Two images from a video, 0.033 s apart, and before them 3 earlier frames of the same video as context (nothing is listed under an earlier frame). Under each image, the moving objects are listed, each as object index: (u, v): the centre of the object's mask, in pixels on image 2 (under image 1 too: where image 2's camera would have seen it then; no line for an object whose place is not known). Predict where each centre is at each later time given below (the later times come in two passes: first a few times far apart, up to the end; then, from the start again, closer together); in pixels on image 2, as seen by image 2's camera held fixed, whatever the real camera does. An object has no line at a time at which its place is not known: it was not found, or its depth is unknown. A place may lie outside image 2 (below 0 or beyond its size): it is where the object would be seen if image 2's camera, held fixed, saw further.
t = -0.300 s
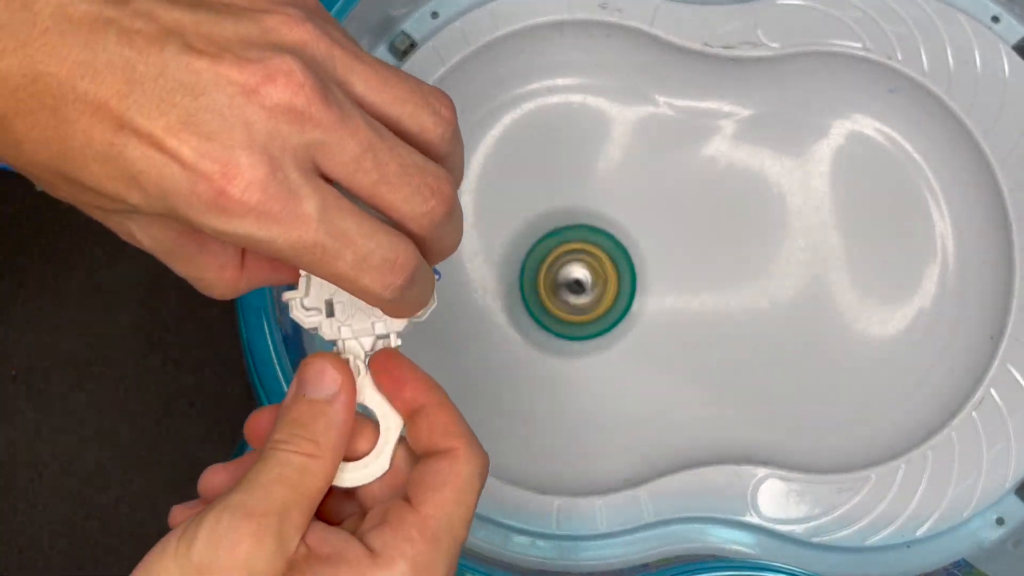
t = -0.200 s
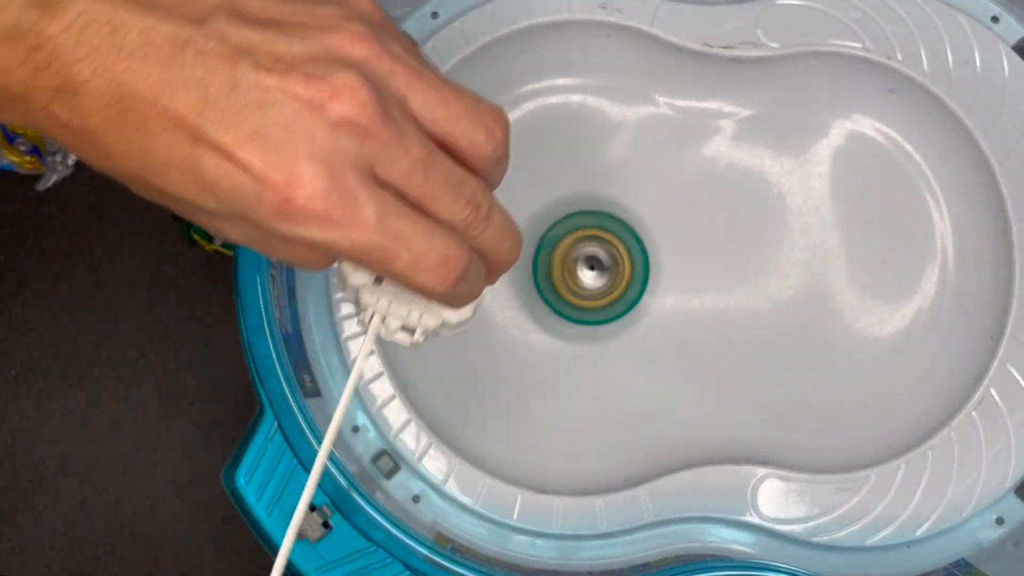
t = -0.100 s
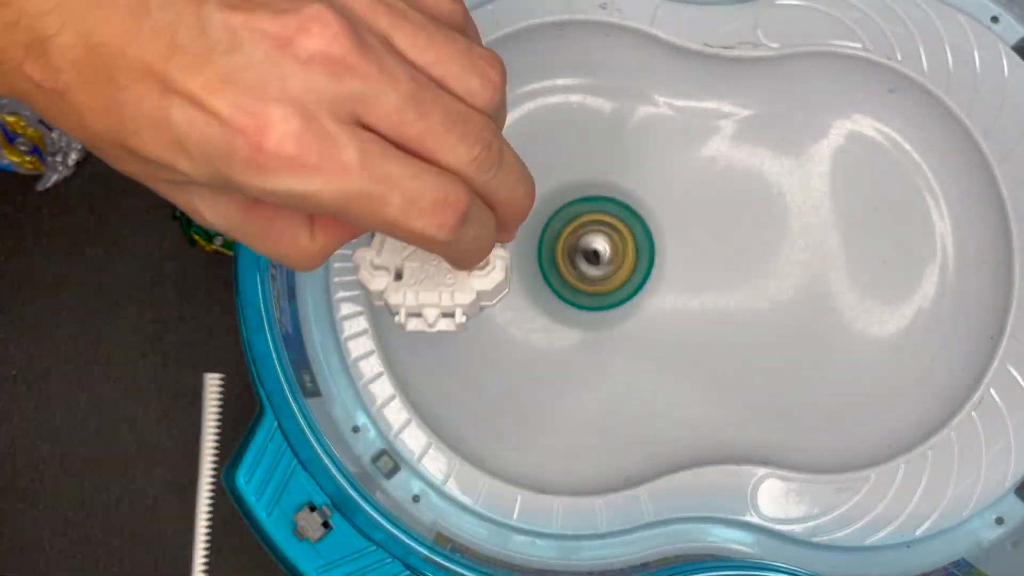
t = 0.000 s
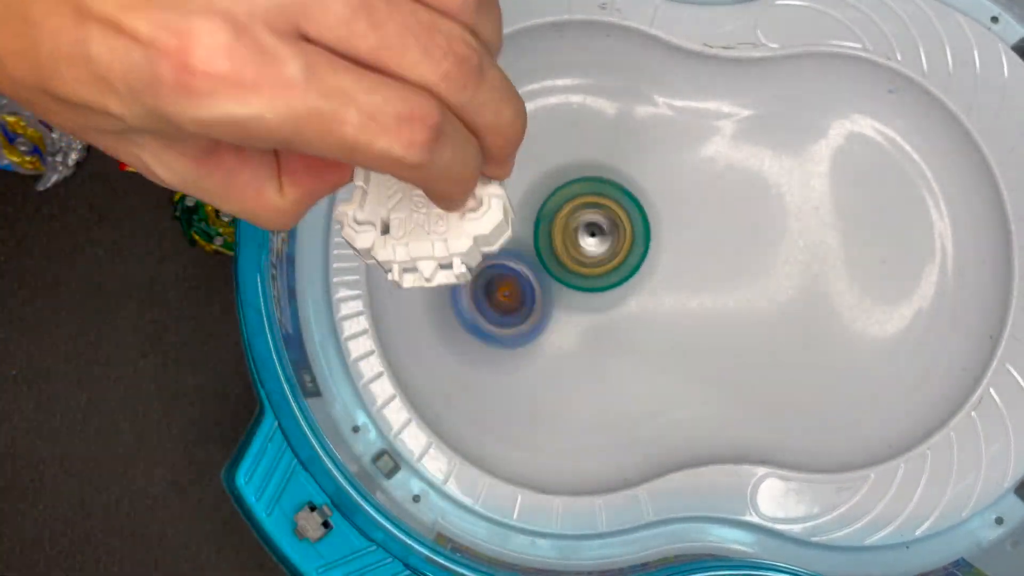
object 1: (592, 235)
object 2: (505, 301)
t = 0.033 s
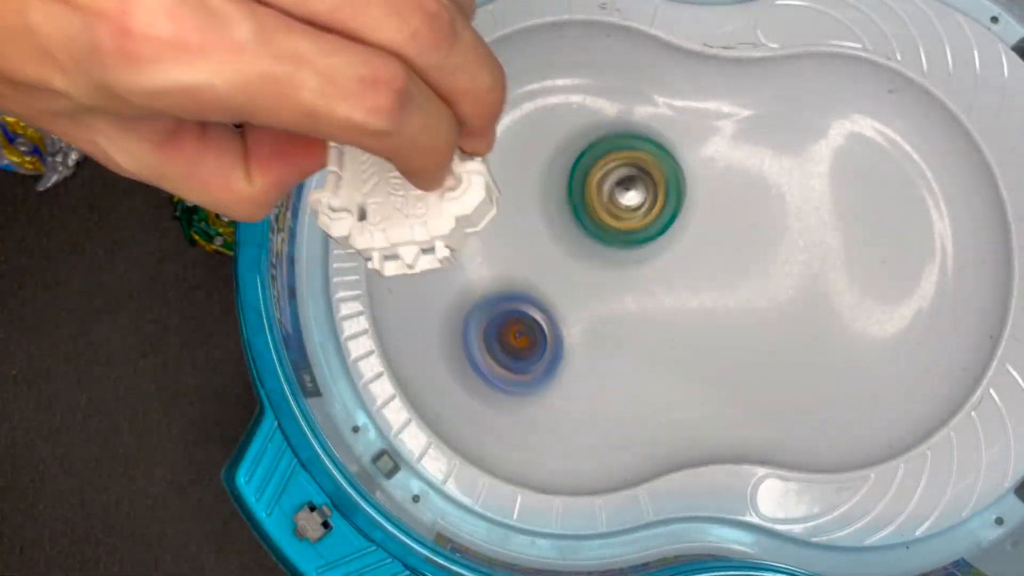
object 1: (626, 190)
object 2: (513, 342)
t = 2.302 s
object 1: (579, 333)
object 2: (858, 127)
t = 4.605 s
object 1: (796, 364)
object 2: (727, 173)
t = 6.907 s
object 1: (661, 179)
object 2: (910, 269)
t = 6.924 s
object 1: (653, 171)
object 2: (910, 278)
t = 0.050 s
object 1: (642, 166)
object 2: (521, 366)
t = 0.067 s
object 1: (657, 141)
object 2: (531, 389)
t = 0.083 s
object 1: (672, 119)
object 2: (542, 409)
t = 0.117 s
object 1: (694, 81)
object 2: (562, 446)
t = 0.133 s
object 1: (697, 85)
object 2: (572, 456)
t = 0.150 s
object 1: (700, 89)
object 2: (583, 459)
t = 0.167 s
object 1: (702, 95)
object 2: (593, 462)
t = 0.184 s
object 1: (703, 103)
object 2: (604, 463)
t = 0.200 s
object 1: (702, 113)
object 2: (613, 458)
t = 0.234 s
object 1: (700, 134)
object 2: (630, 444)
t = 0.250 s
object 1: (699, 144)
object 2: (635, 428)
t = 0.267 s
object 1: (697, 156)
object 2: (639, 409)
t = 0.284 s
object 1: (694, 168)
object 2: (641, 386)
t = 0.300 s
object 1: (691, 182)
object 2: (643, 364)
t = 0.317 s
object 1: (688, 194)
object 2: (644, 340)
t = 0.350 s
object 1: (684, 215)
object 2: (643, 298)
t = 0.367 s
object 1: (692, 208)
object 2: (635, 288)
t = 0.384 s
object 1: (699, 198)
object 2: (628, 281)
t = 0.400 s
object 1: (706, 187)
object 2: (620, 275)
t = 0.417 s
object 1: (712, 177)
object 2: (611, 269)
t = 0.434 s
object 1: (718, 169)
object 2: (605, 262)
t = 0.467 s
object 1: (727, 155)
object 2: (590, 249)
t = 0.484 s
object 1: (732, 149)
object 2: (584, 242)
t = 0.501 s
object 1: (736, 144)
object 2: (578, 236)
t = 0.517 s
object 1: (738, 140)
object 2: (573, 229)
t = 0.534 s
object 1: (740, 136)
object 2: (567, 223)
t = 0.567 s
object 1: (742, 132)
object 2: (559, 211)
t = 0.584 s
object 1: (744, 130)
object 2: (556, 205)
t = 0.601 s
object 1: (744, 130)
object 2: (554, 199)
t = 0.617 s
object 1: (744, 129)
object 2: (553, 195)
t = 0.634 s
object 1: (744, 129)
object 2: (552, 190)
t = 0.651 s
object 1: (743, 129)
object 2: (552, 186)
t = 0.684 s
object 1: (741, 131)
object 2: (553, 179)
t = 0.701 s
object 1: (740, 132)
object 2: (555, 176)
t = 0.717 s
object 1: (739, 133)
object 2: (558, 175)
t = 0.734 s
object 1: (738, 135)
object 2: (562, 174)
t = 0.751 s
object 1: (738, 136)
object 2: (567, 173)
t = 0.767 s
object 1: (738, 137)
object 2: (573, 172)
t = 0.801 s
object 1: (737, 139)
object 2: (587, 175)
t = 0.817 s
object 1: (737, 141)
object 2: (595, 177)
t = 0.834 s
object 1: (738, 143)
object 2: (602, 181)
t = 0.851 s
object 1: (738, 147)
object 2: (609, 184)
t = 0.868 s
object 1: (739, 151)
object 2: (616, 189)
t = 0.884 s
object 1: (740, 156)
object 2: (624, 194)
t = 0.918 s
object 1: (747, 167)
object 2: (638, 208)
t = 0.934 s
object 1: (756, 171)
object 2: (641, 219)
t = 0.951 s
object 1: (764, 175)
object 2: (645, 230)
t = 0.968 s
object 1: (773, 180)
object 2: (648, 241)
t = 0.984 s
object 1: (782, 186)
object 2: (652, 251)
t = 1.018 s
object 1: (804, 200)
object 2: (665, 271)
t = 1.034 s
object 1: (818, 207)
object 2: (673, 280)
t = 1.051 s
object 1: (832, 213)
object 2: (681, 289)
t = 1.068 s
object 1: (847, 219)
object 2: (690, 298)
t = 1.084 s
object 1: (862, 225)
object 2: (698, 304)
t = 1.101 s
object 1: (876, 230)
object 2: (709, 309)
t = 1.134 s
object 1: (906, 236)
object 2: (735, 317)
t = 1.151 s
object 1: (921, 235)
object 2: (751, 321)
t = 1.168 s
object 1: (933, 234)
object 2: (764, 323)
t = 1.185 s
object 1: (943, 232)
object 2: (780, 321)
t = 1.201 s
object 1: (951, 229)
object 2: (799, 321)
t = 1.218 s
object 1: (957, 226)
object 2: (818, 318)
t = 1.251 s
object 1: (963, 218)
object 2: (861, 316)
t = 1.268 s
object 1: (962, 213)
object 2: (884, 311)
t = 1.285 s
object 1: (958, 207)
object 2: (907, 310)
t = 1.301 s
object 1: (955, 199)
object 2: (926, 313)
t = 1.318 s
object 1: (950, 187)
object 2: (947, 318)
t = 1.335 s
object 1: (945, 175)
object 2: (962, 326)
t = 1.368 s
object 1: (928, 151)
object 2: (970, 329)
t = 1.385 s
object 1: (917, 142)
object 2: (970, 329)
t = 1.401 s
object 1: (905, 135)
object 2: (969, 333)
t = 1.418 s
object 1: (892, 131)
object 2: (961, 334)
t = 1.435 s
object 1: (878, 128)
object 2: (950, 331)
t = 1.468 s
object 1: (848, 132)
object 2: (923, 328)
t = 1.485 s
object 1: (834, 141)
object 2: (906, 325)
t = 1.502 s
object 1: (822, 151)
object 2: (889, 319)
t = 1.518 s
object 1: (812, 163)
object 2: (876, 313)
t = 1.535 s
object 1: (802, 176)
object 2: (863, 307)
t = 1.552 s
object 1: (794, 191)
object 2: (848, 300)
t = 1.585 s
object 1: (769, 206)
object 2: (842, 298)
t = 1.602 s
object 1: (747, 203)
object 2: (853, 305)
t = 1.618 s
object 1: (726, 202)
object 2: (864, 311)
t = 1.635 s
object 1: (707, 204)
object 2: (870, 315)
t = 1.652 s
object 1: (691, 206)
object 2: (881, 315)
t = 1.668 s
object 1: (674, 209)
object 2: (890, 315)
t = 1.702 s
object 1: (644, 220)
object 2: (902, 305)
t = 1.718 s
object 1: (632, 227)
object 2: (909, 302)
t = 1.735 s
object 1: (623, 233)
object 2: (911, 295)
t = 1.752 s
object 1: (615, 238)
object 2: (918, 289)
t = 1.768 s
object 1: (606, 244)
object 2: (921, 288)
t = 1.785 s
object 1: (598, 250)
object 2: (921, 282)
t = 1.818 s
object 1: (588, 261)
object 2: (925, 279)
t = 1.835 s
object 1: (582, 265)
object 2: (924, 273)
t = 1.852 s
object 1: (576, 269)
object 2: (926, 272)
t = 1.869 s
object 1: (571, 275)
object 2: (922, 269)
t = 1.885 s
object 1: (567, 281)
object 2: (922, 264)
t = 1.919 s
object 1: (560, 290)
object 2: (915, 256)
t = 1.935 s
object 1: (556, 296)
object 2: (914, 249)
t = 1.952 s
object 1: (553, 302)
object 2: (910, 245)
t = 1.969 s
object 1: (552, 309)
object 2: (905, 235)
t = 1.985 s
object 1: (551, 313)
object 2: (904, 228)
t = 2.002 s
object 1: (549, 318)
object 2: (897, 222)
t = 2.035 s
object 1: (548, 330)
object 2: (891, 205)
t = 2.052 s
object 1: (550, 334)
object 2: (884, 196)
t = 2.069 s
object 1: (551, 336)
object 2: (882, 186)
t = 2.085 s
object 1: (551, 339)
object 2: (879, 180)
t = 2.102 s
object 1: (552, 342)
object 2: (873, 171)
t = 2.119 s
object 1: (555, 344)
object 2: (873, 163)
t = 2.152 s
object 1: (559, 345)
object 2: (866, 149)
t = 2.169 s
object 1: (560, 346)
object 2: (867, 146)
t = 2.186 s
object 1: (562, 347)
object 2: (862, 140)
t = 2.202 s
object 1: (566, 347)
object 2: (862, 133)
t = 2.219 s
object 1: (569, 345)
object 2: (860, 132)
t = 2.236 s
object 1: (570, 344)
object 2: (858, 127)
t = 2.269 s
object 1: (576, 341)
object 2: (858, 126)
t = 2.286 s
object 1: (579, 337)
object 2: (859, 124)
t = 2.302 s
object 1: (579, 333)
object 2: (858, 127)
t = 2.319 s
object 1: (580, 329)
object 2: (855, 127)
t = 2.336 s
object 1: (582, 324)
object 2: (855, 130)
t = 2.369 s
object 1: (582, 309)
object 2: (846, 134)
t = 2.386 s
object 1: (582, 304)
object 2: (841, 139)
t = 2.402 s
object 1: (582, 298)
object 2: (833, 142)
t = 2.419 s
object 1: (581, 291)
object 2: (831, 144)
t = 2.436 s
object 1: (578, 284)
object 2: (823, 149)
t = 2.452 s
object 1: (575, 278)
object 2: (815, 150)
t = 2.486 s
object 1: (572, 266)
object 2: (798, 161)
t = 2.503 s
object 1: (568, 259)
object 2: (793, 164)
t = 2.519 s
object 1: (564, 255)
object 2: (782, 171)
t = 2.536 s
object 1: (562, 252)
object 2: (771, 174)
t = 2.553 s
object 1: (560, 247)
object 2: (761, 185)
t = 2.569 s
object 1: (556, 242)
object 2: (748, 194)
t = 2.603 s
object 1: (551, 237)
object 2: (725, 214)
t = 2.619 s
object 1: (549, 232)
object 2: (708, 222)
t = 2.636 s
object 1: (545, 228)
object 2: (694, 236)
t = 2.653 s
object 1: (542, 226)
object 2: (674, 248)
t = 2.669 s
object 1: (540, 225)
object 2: (660, 258)
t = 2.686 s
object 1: (538, 221)
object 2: (640, 271)
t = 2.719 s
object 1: (521, 208)
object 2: (615, 300)
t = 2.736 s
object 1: (514, 204)
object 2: (599, 316)
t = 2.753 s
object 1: (509, 200)
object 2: (588, 333)
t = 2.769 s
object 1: (502, 196)
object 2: (569, 349)
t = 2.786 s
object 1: (495, 196)
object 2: (555, 359)
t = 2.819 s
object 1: (488, 196)
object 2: (517, 378)
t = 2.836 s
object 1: (483, 196)
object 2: (502, 386)
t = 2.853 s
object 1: (481, 199)
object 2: (480, 388)
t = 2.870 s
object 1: (481, 202)
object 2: (467, 385)
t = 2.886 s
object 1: (480, 203)
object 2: (449, 382)
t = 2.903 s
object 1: (478, 206)
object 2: (439, 369)
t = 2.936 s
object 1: (481, 213)
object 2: (424, 345)
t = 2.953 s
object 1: (480, 215)
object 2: (422, 334)
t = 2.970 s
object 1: (481, 218)
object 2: (420, 314)
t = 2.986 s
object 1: (489, 216)
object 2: (421, 308)
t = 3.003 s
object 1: (502, 207)
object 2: (415, 298)
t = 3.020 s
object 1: (513, 201)
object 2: (416, 292)
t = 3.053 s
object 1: (535, 190)
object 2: (418, 277)
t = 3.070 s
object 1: (543, 184)
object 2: (422, 268)
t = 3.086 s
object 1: (551, 180)
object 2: (430, 257)
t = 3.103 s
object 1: (560, 173)
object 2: (438, 252)
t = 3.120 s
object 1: (565, 165)
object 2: (447, 243)
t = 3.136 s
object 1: (571, 160)
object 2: (457, 241)
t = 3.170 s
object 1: (581, 142)
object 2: (482, 237)
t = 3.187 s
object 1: (584, 136)
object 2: (493, 235)
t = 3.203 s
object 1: (590, 128)
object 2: (511, 240)
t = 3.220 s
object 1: (592, 119)
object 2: (524, 243)
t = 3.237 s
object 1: (592, 113)
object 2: (543, 247)
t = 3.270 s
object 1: (594, 100)
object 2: (576, 261)
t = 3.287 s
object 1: (591, 97)
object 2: (589, 271)
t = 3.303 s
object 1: (589, 95)
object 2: (607, 280)
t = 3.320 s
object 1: (586, 92)
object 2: (621, 293)
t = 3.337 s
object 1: (581, 91)
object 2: (638, 302)
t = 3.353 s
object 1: (579, 92)
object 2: (650, 316)
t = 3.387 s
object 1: (573, 93)
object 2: (672, 338)
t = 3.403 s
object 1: (571, 98)
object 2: (680, 344)
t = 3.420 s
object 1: (569, 100)
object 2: (687, 355)
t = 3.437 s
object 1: (565, 105)
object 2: (692, 359)
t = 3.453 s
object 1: (564, 111)
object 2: (699, 368)
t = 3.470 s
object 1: (565, 115)
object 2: (703, 371)
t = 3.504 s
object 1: (567, 128)
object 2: (714, 378)
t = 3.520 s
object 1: (570, 133)
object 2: (719, 382)
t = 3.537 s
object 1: (572, 139)
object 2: (722, 381)
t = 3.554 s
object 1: (577, 148)
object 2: (725, 382)
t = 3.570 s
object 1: (584, 154)
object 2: (727, 378)
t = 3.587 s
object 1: (587, 161)
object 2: (732, 377)
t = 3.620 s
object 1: (600, 175)
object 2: (738, 366)
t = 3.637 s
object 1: (604, 180)
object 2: (739, 357)
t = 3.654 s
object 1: (610, 187)
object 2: (744, 350)
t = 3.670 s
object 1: (616, 192)
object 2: (746, 339)
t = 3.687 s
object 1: (620, 200)
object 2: (755, 330)
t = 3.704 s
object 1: (627, 210)
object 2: (758, 317)
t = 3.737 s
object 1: (641, 227)
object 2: (776, 294)
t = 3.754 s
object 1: (650, 239)
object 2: (790, 283)
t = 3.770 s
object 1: (661, 248)
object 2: (800, 269)
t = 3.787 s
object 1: (670, 259)
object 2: (816, 258)
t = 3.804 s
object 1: (683, 272)
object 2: (827, 244)
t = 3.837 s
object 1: (709, 293)
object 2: (858, 218)
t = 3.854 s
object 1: (725, 305)
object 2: (877, 209)
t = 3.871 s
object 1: (741, 314)
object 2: (892, 197)
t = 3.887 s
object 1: (755, 325)
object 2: (910, 191)
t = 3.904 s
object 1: (774, 336)
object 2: (926, 181)
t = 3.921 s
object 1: (791, 343)
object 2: (944, 180)
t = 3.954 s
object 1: (828, 363)
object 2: (966, 177)
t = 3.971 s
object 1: (845, 369)
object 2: (968, 178)
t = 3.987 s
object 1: (864, 378)
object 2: (967, 186)
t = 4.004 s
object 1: (886, 382)
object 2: (965, 189)
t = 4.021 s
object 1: (902, 382)
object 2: (957, 200)
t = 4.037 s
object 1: (920, 382)
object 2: (948, 206)
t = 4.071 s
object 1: (949, 368)
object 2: (925, 226)
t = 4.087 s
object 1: (959, 358)
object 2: (911, 237)
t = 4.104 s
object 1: (963, 343)
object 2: (901, 242)
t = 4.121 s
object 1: (962, 331)
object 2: (886, 247)
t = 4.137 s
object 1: (964, 320)
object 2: (879, 244)
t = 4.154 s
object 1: (963, 311)
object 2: (868, 242)
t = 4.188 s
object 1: (965, 297)
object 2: (848, 231)
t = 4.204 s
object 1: (961, 289)
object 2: (842, 226)
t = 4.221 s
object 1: (958, 280)
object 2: (832, 218)
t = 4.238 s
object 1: (949, 270)
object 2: (826, 213)
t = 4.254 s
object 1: (941, 264)
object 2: (817, 203)
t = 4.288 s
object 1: (921, 248)
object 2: (806, 190)
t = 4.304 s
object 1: (913, 242)
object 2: (798, 186)
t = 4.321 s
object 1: (901, 238)
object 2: (796, 179)
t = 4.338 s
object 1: (891, 237)
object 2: (790, 176)
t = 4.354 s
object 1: (881, 235)
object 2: (785, 169)
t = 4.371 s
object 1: (873, 240)
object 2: (778, 165)
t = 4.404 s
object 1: (858, 249)
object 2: (766, 154)
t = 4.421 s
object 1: (852, 258)
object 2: (763, 152)
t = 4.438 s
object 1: (842, 265)
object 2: (759, 147)
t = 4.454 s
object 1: (835, 276)
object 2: (756, 148)
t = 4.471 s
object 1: (829, 285)
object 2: (754, 144)
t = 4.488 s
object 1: (821, 297)
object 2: (750, 146)
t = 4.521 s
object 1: (810, 317)
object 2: (744, 149)
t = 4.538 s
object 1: (807, 329)
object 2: (744, 151)
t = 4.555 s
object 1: (803, 337)
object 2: (738, 154)
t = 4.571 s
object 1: (799, 348)
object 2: (736, 160)
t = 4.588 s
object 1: (799, 356)
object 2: (731, 165)
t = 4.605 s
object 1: (796, 364)
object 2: (727, 173)
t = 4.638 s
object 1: (796, 378)
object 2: (717, 191)
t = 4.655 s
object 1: (798, 386)
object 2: (711, 198)
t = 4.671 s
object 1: (802, 390)
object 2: (702, 213)
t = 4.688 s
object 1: (803, 395)
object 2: (695, 222)
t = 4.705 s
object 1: (810, 398)
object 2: (681, 235)
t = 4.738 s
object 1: (817, 402)
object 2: (657, 258)
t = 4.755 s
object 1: (820, 400)
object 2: (645, 271)
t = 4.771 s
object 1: (824, 401)
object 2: (630, 280)
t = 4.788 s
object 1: (828, 397)
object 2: (615, 295)
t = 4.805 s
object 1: (830, 396)
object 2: (600, 305)
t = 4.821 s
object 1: (835, 393)
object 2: (582, 318)
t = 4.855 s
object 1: (839, 386)
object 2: (548, 336)
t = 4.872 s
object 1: (839, 379)
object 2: (532, 343)
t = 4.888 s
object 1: (840, 374)
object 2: (514, 344)
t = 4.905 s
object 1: (839, 364)
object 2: (497, 348)
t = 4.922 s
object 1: (837, 357)
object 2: (482, 346)
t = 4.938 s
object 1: (836, 348)
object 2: (465, 345)
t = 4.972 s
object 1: (828, 328)
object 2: (438, 328)
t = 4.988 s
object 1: (822, 316)
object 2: (429, 319)
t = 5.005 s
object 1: (818, 307)
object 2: (422, 304)
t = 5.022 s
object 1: (811, 294)
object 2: (416, 290)
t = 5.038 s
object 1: (805, 284)
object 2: (415, 270)
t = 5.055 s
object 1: (798, 271)
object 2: (414, 251)
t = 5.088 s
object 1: (782, 247)
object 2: (426, 214)
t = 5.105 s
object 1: (772, 234)
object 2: (437, 202)
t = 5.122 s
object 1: (764, 222)
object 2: (452, 186)
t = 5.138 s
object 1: (753, 208)
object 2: (465, 176)
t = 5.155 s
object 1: (743, 198)
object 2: (486, 168)
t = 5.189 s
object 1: (719, 175)
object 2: (523, 161)
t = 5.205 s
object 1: (707, 164)
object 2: (543, 158)
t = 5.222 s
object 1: (692, 155)
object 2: (560, 160)
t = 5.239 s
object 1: (679, 146)
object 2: (578, 164)
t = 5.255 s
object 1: (683, 135)
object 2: (581, 174)
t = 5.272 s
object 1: (689, 126)
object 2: (580, 182)
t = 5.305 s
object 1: (696, 108)
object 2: (584, 205)
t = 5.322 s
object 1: (699, 99)
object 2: (585, 214)
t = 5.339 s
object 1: (700, 95)
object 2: (588, 222)
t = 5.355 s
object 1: (701, 89)
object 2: (589, 230)
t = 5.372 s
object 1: (699, 88)
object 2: (590, 241)
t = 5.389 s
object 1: (698, 89)
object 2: (592, 251)
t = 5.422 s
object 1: (691, 96)
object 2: (592, 269)
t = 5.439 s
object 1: (685, 105)
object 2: (592, 277)
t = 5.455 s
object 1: (681, 112)
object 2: (591, 286)
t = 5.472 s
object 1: (674, 123)
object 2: (591, 294)
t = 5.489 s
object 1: (668, 131)
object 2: (589, 301)
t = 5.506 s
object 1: (660, 144)
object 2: (587, 309)
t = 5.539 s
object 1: (644, 167)
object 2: (583, 323)
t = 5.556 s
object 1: (638, 178)
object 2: (580, 329)
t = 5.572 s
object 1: (628, 191)
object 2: (576, 335)
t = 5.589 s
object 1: (621, 203)
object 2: (573, 338)
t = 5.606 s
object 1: (611, 216)
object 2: (570, 340)
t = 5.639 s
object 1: (595, 241)
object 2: (563, 345)
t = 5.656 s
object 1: (589, 252)
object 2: (559, 349)
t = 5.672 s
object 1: (582, 258)
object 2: (555, 356)
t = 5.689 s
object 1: (577, 255)
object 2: (553, 368)
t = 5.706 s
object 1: (574, 256)
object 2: (543, 382)
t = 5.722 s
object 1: (576, 255)
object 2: (540, 391)
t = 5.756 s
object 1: (569, 253)
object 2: (528, 403)
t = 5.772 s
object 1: (571, 253)
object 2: (521, 404)
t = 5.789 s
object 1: (570, 249)
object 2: (517, 406)
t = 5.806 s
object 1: (567, 251)
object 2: (508, 405)
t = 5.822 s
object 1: (569, 252)
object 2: (506, 403)
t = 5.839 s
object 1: (569, 250)
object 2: (500, 398)
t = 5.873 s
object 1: (571, 253)
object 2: (492, 386)
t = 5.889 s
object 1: (572, 250)
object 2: (491, 382)
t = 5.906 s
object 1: (573, 252)
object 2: (487, 373)
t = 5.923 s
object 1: (575, 253)
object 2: (484, 365)
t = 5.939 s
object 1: (578, 255)
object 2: (485, 359)
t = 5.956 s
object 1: (579, 257)
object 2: (487, 352)
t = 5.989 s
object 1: (583, 262)
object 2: (496, 336)
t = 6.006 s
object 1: (585, 265)
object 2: (502, 328)
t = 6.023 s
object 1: (592, 266)
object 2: (502, 329)
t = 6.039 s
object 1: (602, 268)
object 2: (501, 316)
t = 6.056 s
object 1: (613, 268)
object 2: (498, 312)
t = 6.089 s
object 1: (630, 272)
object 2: (500, 298)
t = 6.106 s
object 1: (637, 273)
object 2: (504, 292)
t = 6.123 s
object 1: (645, 277)
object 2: (508, 286)
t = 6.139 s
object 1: (652, 280)
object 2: (511, 280)
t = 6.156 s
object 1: (657, 282)
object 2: (516, 274)
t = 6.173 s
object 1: (664, 287)
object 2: (523, 267)
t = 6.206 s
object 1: (672, 295)
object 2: (536, 257)
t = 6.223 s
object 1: (676, 298)
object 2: (545, 248)
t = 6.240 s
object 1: (679, 303)
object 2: (552, 243)
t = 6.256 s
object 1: (682, 306)
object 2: (562, 239)
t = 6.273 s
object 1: (684, 310)
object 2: (569, 232)
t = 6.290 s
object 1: (687, 314)
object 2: (578, 228)
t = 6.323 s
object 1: (693, 322)
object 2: (597, 221)
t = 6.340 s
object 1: (693, 325)
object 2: (605, 218)
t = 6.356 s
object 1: (697, 327)
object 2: (618, 215)
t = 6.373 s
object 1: (699, 330)
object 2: (628, 211)
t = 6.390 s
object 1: (701, 330)
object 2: (638, 210)
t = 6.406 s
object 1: (704, 331)
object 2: (650, 206)
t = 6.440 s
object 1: (709, 332)
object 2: (674, 203)
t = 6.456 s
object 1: (710, 332)
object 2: (687, 199)
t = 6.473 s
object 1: (713, 331)
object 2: (698, 196)
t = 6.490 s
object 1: (715, 331)
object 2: (711, 196)
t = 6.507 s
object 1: (716, 328)
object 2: (723, 194)
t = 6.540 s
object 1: (719, 324)
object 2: (748, 192)
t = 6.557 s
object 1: (720, 321)
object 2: (759, 191)
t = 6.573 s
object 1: (721, 318)
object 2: (769, 190)
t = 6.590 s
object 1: (721, 313)
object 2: (783, 191)
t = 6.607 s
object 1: (723, 309)
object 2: (793, 190)
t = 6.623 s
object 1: (721, 304)
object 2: (802, 191)
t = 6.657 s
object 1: (721, 293)
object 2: (824, 191)
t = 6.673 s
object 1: (720, 285)
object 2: (833, 193)
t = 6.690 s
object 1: (719, 279)
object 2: (844, 193)
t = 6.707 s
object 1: (715, 271)
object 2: (853, 195)
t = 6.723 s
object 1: (714, 264)
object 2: (861, 200)
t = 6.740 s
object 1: (711, 257)
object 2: (872, 203)
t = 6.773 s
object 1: (705, 241)
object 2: (887, 215)
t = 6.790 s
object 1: (700, 232)
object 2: (894, 219)
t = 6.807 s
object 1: (697, 224)
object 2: (899, 225)
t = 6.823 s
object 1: (692, 217)
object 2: (904, 234)
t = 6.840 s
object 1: (687, 208)
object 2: (907, 240)
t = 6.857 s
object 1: (682, 202)
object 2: (910, 246)
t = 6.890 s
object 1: (669, 186)
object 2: (912, 263)
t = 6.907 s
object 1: (661, 179)
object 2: (910, 269)
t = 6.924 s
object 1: (653, 171)
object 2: (910, 278)
